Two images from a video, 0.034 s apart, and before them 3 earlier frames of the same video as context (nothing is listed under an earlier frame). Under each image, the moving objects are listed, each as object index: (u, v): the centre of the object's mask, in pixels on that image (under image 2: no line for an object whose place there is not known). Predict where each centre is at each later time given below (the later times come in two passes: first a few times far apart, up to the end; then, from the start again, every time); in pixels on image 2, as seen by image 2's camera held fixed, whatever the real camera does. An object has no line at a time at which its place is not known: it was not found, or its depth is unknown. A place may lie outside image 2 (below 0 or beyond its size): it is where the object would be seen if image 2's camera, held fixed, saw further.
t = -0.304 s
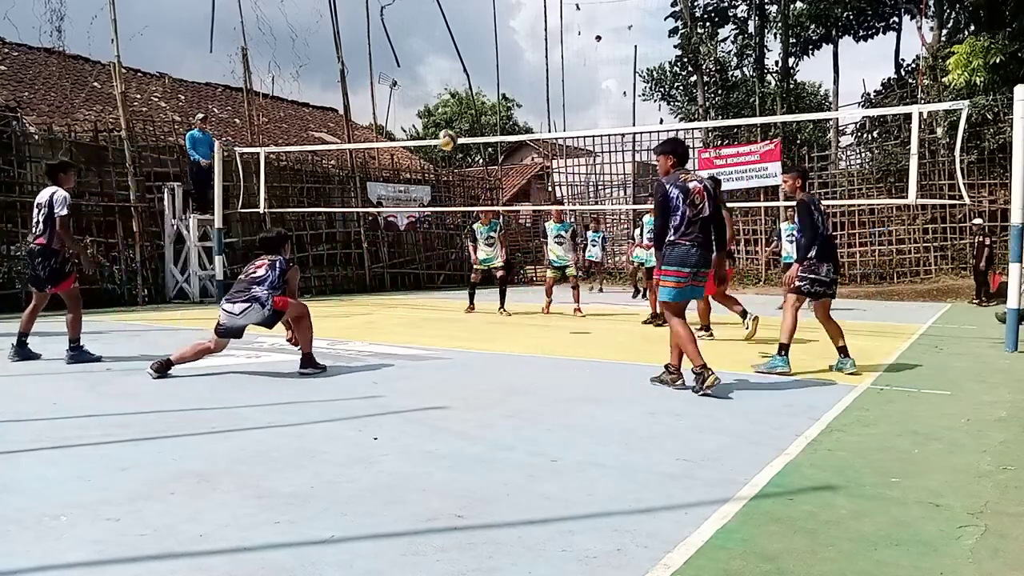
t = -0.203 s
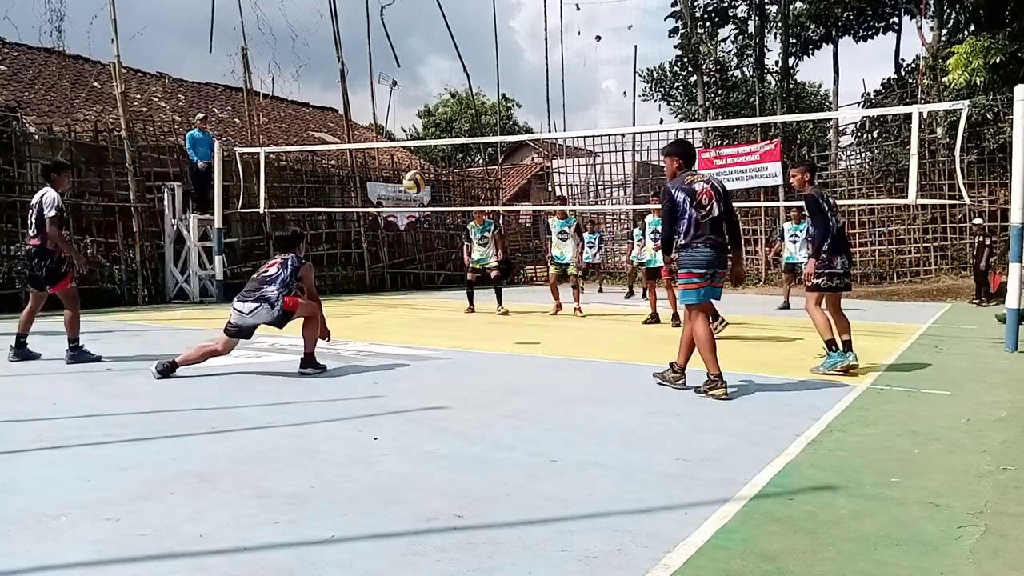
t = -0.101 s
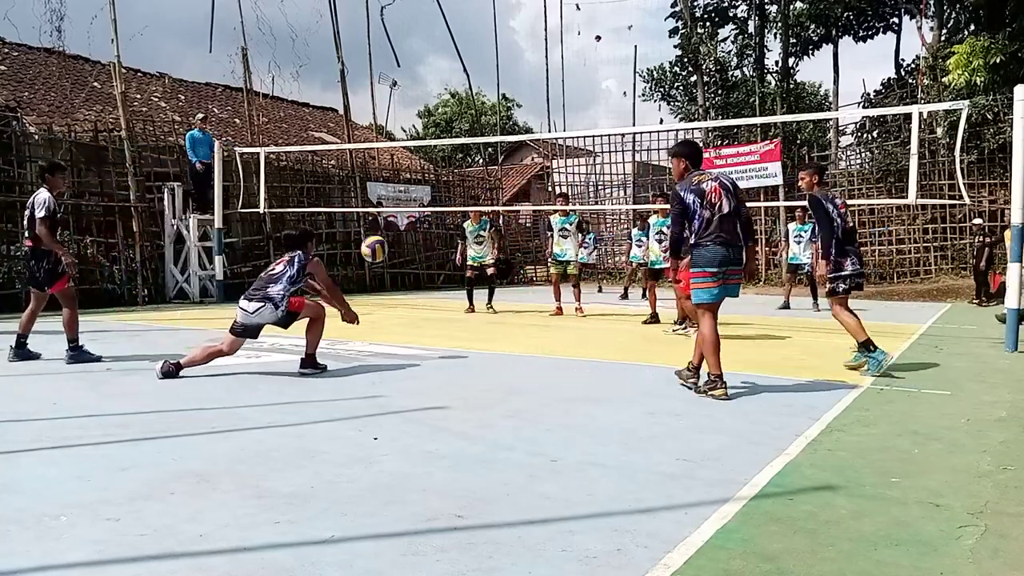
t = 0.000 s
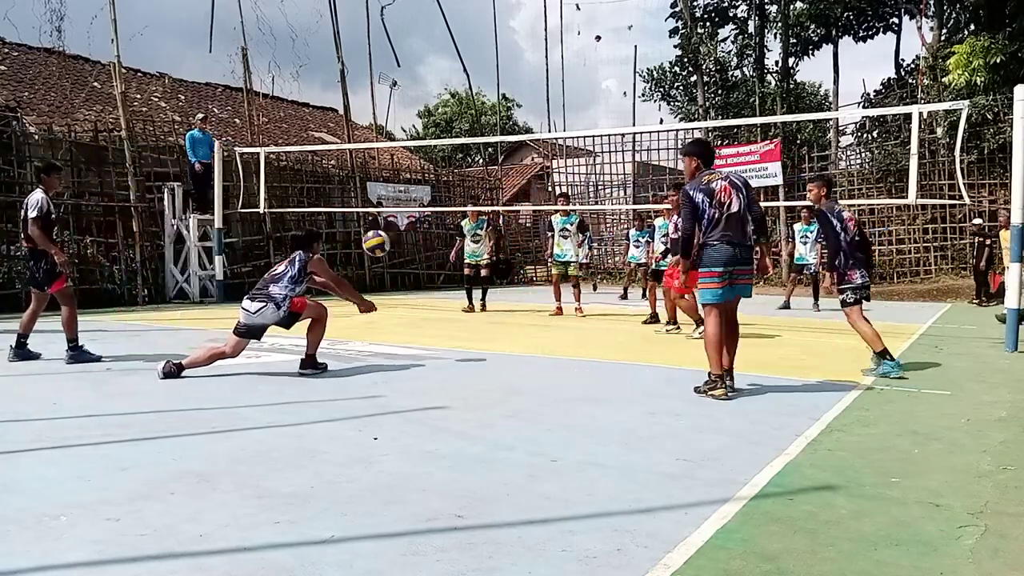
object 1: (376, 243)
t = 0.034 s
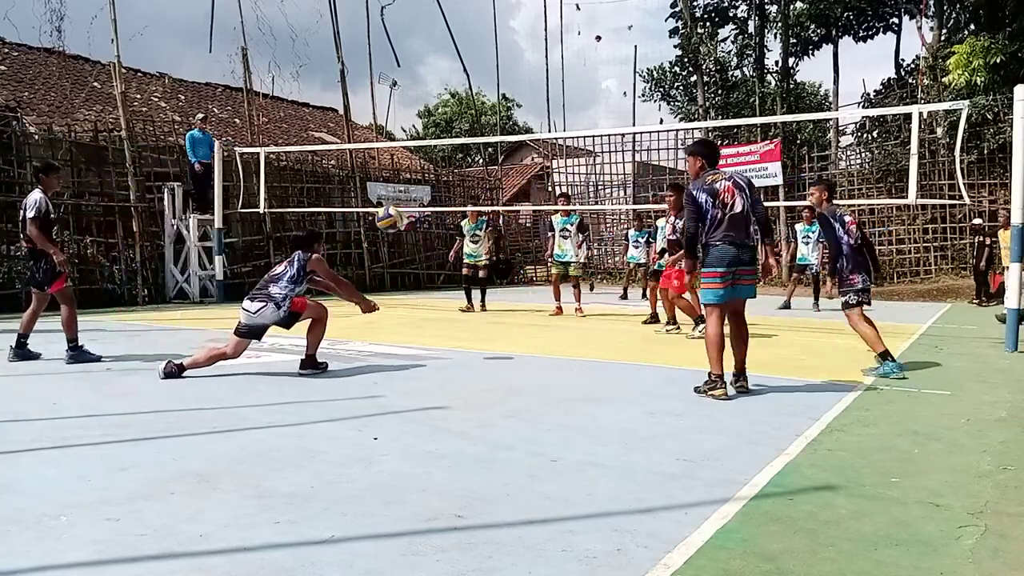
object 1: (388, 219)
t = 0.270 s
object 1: (471, 96)
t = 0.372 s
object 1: (501, 70)
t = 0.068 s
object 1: (402, 196)
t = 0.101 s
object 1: (413, 177)
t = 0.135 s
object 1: (425, 158)
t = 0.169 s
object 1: (437, 140)
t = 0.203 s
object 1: (448, 125)
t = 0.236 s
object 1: (460, 110)
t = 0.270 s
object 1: (471, 96)
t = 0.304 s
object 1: (481, 87)
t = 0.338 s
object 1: (491, 77)
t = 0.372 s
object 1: (501, 70)
